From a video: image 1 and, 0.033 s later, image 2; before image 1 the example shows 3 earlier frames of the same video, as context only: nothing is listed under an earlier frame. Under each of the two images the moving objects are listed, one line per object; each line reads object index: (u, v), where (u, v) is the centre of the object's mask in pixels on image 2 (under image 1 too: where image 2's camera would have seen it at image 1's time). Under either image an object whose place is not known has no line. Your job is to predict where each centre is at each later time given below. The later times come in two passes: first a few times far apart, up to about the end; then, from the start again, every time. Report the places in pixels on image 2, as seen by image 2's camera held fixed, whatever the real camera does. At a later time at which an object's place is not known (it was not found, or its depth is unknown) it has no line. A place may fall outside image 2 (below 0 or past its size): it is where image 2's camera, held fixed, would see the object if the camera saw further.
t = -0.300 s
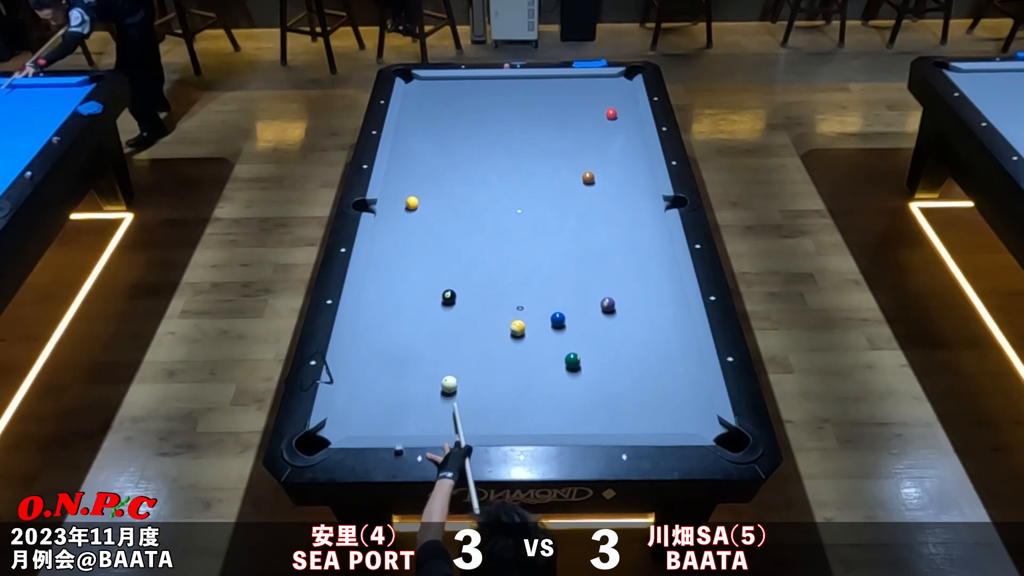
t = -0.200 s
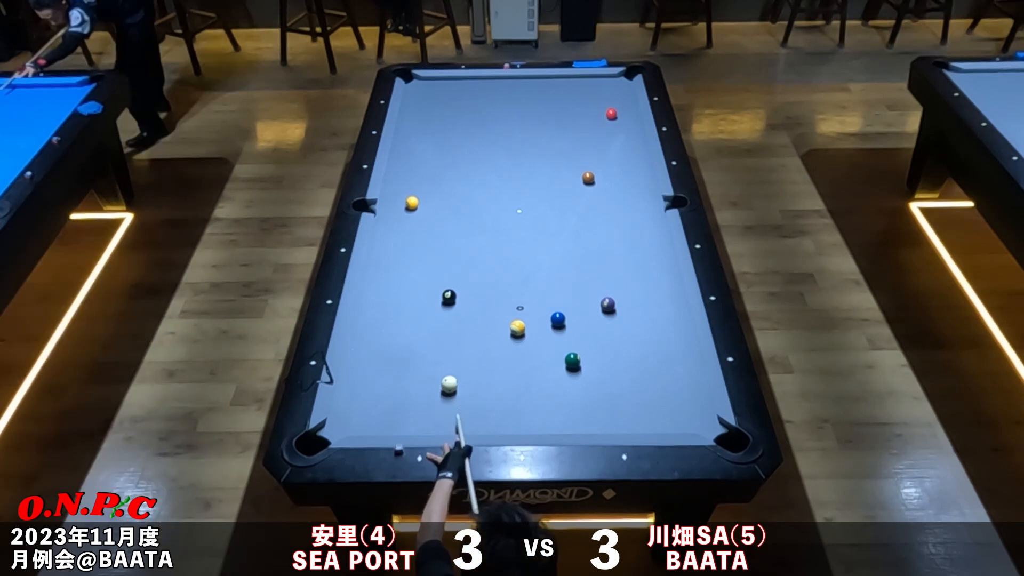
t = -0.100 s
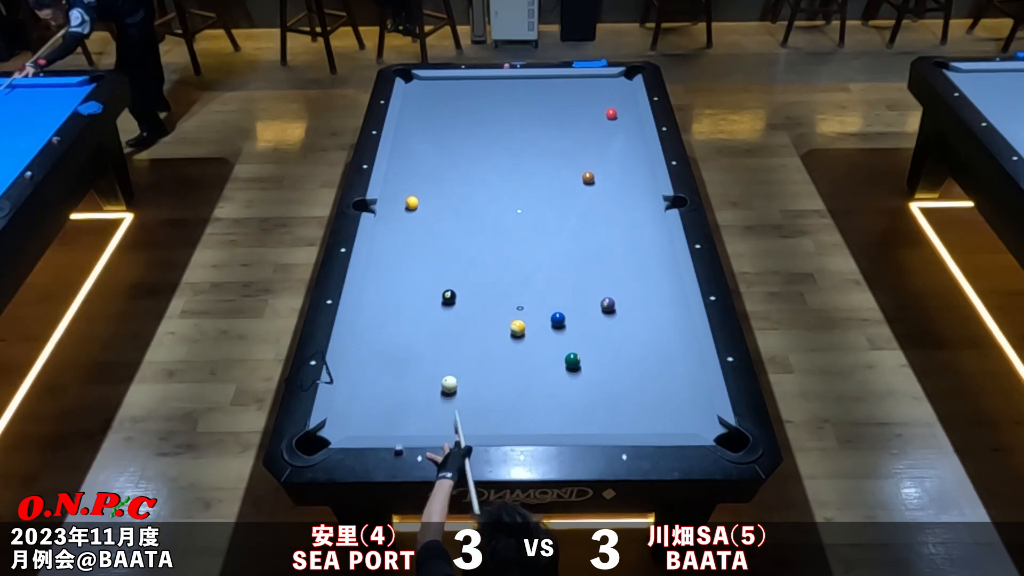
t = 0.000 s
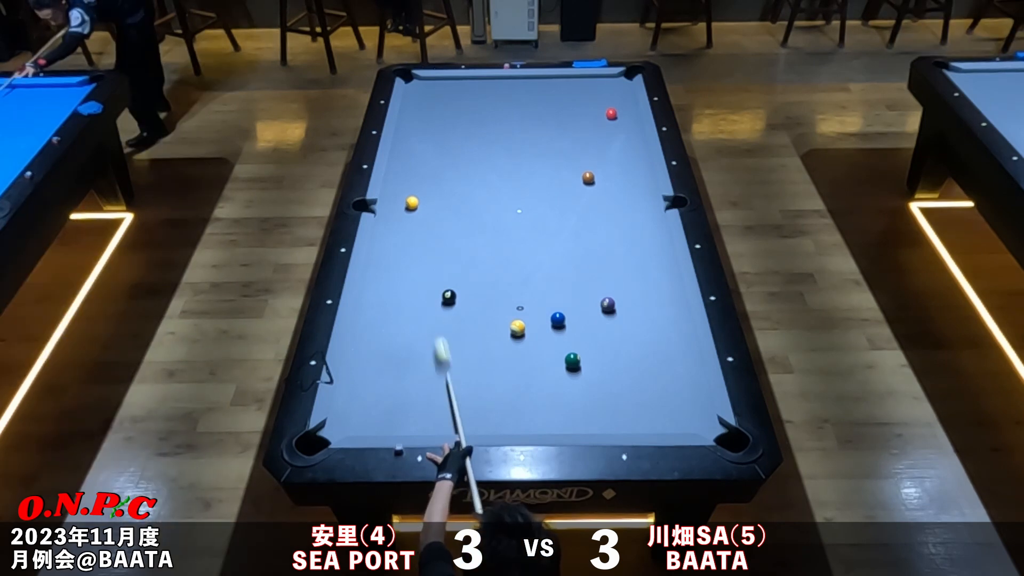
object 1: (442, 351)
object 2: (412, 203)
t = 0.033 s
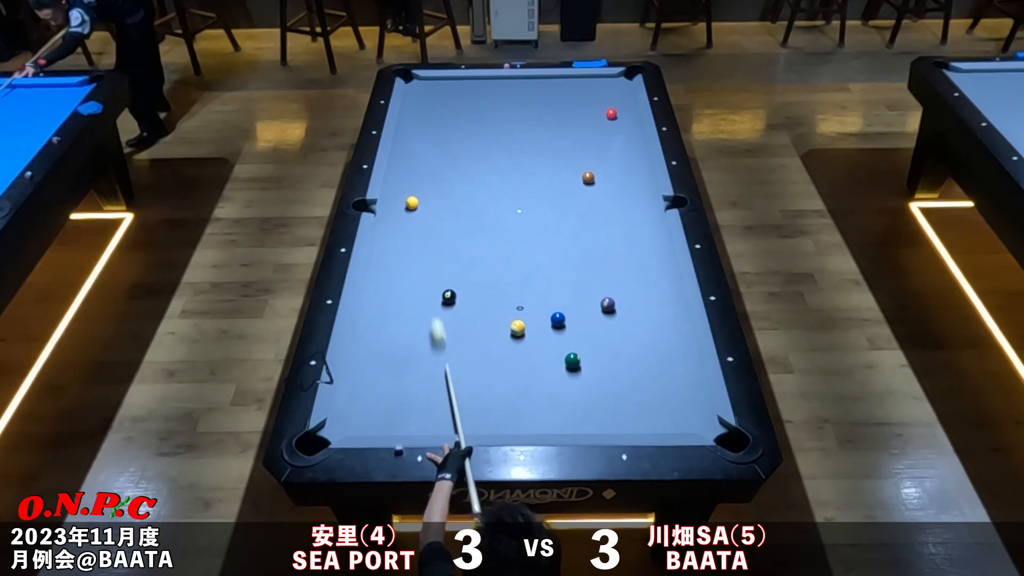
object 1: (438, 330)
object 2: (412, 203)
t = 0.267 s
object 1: (414, 227)
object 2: (411, 203)
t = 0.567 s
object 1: (387, 204)
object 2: (420, 150)
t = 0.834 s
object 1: (384, 209)
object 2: (426, 112)
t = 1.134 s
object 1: (389, 219)
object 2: (431, 81)
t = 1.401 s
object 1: (392, 227)
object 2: (426, 100)
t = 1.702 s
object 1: (396, 235)
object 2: (420, 122)
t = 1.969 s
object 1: (399, 242)
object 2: (416, 142)
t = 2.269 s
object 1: (402, 248)
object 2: (410, 165)
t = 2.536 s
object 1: (404, 253)
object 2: (406, 187)
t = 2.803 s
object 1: (406, 256)
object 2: (401, 209)
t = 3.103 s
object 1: (409, 259)
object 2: (395, 235)
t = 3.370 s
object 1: (410, 261)
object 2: (390, 259)
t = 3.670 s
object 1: (411, 262)
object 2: (384, 287)
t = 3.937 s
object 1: (411, 262)
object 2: (378, 312)
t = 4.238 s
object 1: (411, 262)
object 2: (372, 342)
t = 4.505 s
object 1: (411, 262)
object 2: (367, 369)
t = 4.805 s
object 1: (411, 262)
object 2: (361, 399)
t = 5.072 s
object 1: (411, 262)
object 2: (355, 426)
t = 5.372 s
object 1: (411, 262)
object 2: (356, 418)
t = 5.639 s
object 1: (411, 262)
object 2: (358, 405)
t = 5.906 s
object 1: (411, 262)
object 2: (360, 394)
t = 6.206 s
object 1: (411, 262)
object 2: (362, 383)
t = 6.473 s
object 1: (411, 262)
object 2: (364, 376)
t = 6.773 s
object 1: (411, 262)
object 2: (365, 369)
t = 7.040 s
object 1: (411, 262)
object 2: (366, 365)
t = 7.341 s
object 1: (411, 262)
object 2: (367, 362)
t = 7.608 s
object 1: (411, 262)
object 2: (367, 361)
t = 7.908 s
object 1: (411, 262)
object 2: (368, 361)
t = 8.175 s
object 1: (411, 262)
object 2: (368, 361)
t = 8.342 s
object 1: (411, 262)
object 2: (368, 361)
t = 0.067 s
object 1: (433, 312)
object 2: (411, 203)
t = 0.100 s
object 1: (429, 294)
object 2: (412, 203)
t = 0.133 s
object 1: (426, 279)
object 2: (411, 203)
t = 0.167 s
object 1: (423, 264)
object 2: (412, 203)
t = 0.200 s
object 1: (420, 251)
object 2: (411, 203)
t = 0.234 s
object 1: (417, 239)
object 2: (412, 203)
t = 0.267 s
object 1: (414, 227)
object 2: (411, 203)
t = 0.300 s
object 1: (412, 216)
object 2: (412, 202)
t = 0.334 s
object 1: (409, 210)
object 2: (413, 198)
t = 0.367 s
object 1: (405, 210)
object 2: (414, 191)
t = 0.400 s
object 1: (402, 209)
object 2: (415, 183)
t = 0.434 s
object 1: (399, 208)
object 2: (416, 175)
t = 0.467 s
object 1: (396, 207)
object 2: (417, 168)
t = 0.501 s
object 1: (393, 206)
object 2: (418, 161)
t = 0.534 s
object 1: (390, 205)
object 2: (419, 156)
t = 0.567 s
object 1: (387, 204)
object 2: (420, 150)
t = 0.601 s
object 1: (384, 203)
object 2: (421, 145)
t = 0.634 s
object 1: (382, 202)
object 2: (421, 140)
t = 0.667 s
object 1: (382, 203)
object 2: (422, 135)
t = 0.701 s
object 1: (383, 204)
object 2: (423, 130)
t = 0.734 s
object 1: (383, 205)
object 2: (424, 125)
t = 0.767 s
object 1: (384, 207)
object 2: (424, 121)
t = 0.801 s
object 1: (384, 208)
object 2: (425, 117)
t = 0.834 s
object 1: (384, 209)
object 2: (426, 112)
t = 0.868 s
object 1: (385, 210)
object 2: (427, 108)
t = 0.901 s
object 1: (386, 211)
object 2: (427, 103)
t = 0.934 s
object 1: (386, 213)
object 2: (428, 99)
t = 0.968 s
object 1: (386, 214)
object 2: (429, 95)
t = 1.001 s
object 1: (387, 215)
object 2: (429, 91)
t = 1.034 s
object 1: (387, 216)
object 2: (430, 87)
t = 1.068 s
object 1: (388, 217)
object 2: (430, 83)
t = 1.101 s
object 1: (388, 218)
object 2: (431, 80)
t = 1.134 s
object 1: (389, 219)
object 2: (431, 81)
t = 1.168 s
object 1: (389, 220)
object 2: (430, 83)
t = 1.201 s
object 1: (389, 221)
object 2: (429, 86)
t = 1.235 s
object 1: (390, 222)
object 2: (429, 89)
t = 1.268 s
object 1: (391, 223)
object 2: (428, 91)
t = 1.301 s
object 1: (391, 224)
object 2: (427, 93)
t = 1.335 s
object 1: (391, 225)
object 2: (427, 96)
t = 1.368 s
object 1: (392, 226)
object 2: (426, 98)
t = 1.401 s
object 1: (392, 227)
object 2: (426, 100)
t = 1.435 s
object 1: (392, 228)
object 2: (425, 103)
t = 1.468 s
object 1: (393, 229)
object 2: (425, 105)
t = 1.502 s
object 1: (393, 230)
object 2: (424, 107)
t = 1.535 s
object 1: (394, 231)
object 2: (424, 110)
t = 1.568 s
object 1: (394, 232)
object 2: (423, 112)
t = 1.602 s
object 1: (394, 233)
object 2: (423, 114)
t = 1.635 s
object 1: (395, 234)
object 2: (422, 117)
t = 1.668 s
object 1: (395, 235)
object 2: (421, 119)
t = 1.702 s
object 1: (396, 235)
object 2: (420, 122)
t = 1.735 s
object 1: (396, 236)
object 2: (420, 124)
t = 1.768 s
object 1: (396, 237)
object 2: (420, 127)
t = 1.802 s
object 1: (397, 238)
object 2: (419, 129)
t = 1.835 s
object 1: (397, 239)
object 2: (419, 132)
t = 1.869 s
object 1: (398, 239)
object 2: (418, 134)
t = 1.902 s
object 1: (398, 240)
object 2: (417, 137)
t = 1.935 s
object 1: (398, 241)
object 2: (416, 139)
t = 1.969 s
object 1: (399, 242)
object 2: (416, 142)
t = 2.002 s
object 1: (399, 243)
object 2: (415, 144)
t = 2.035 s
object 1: (399, 243)
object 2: (415, 147)
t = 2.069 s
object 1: (400, 244)
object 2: (414, 149)
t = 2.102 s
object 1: (400, 245)
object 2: (414, 152)
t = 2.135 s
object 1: (400, 245)
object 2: (413, 155)
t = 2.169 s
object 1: (401, 246)
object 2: (412, 157)
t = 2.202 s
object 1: (401, 247)
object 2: (411, 160)
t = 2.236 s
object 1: (401, 247)
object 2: (411, 162)
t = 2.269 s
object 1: (402, 248)
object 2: (410, 165)
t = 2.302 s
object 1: (402, 249)
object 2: (410, 168)
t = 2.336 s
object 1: (402, 249)
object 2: (410, 170)
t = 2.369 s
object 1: (402, 250)
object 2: (409, 173)
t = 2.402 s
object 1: (403, 251)
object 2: (408, 176)
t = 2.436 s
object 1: (403, 251)
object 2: (407, 178)
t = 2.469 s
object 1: (403, 252)
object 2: (407, 181)
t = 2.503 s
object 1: (403, 252)
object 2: (406, 184)
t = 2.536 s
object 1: (404, 253)
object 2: (406, 187)
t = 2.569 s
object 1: (404, 253)
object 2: (405, 189)
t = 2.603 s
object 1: (404, 254)
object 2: (405, 192)
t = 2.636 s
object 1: (405, 254)
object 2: (404, 195)
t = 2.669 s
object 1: (405, 255)
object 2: (403, 197)
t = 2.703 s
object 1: (405, 255)
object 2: (403, 200)
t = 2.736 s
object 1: (406, 256)
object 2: (402, 203)
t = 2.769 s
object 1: (406, 256)
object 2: (401, 206)
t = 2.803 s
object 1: (406, 256)
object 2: (401, 209)
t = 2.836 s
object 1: (406, 257)
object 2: (400, 212)
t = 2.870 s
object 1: (407, 257)
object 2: (400, 215)
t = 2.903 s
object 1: (407, 257)
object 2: (399, 218)
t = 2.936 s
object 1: (407, 258)
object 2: (398, 220)
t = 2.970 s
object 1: (407, 258)
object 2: (398, 223)
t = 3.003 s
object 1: (408, 258)
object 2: (397, 226)
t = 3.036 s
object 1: (408, 259)
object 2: (396, 229)
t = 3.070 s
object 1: (408, 259)
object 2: (396, 232)
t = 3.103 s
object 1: (409, 259)
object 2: (395, 235)
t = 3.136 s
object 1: (409, 260)
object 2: (395, 238)
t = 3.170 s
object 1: (409, 260)
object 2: (394, 241)
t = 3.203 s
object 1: (409, 260)
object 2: (393, 244)
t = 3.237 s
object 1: (409, 260)
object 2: (392, 247)
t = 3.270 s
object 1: (410, 260)
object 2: (392, 250)
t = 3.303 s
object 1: (410, 260)
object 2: (391, 253)
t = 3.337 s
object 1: (410, 261)
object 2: (390, 256)
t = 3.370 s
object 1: (410, 261)
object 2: (390, 259)
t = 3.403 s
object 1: (410, 261)
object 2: (389, 262)
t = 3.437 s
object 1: (410, 261)
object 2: (389, 265)
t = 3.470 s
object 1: (410, 261)
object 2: (388, 268)
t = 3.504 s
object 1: (411, 261)
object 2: (387, 271)
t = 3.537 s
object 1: (411, 261)
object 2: (386, 274)
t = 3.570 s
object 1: (411, 262)
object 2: (386, 277)
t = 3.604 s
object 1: (411, 262)
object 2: (385, 280)
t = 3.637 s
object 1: (411, 262)
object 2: (384, 284)
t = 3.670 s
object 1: (411, 262)
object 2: (384, 287)
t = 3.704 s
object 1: (411, 262)
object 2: (383, 290)
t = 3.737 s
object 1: (411, 262)
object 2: (383, 293)
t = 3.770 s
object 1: (411, 262)
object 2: (382, 296)
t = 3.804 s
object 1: (411, 262)
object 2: (381, 299)
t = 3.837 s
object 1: (411, 262)
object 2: (381, 302)
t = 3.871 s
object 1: (411, 262)
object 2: (380, 306)
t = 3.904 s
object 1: (411, 262)
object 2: (379, 309)
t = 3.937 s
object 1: (411, 262)
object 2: (378, 312)
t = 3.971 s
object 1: (411, 262)
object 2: (378, 315)
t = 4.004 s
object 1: (411, 262)
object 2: (377, 319)
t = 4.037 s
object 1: (411, 262)
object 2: (376, 322)
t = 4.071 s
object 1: (411, 262)
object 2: (376, 325)
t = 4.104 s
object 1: (411, 262)
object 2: (375, 328)
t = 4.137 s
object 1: (411, 262)
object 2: (374, 332)
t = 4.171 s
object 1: (411, 262)
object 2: (374, 335)
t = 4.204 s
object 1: (411, 262)
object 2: (373, 338)
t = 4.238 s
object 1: (411, 262)
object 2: (372, 342)
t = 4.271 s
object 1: (411, 262)
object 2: (371, 345)
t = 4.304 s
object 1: (411, 262)
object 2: (371, 348)
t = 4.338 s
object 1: (411, 262)
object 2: (370, 352)
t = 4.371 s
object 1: (411, 262)
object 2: (369, 355)
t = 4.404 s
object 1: (411, 262)
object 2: (369, 358)
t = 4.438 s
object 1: (411, 262)
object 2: (368, 362)
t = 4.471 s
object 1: (411, 262)
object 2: (367, 365)
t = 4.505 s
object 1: (411, 262)
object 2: (367, 369)
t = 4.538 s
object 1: (411, 262)
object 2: (366, 372)
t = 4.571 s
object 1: (411, 262)
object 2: (365, 375)
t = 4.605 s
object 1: (411, 262)
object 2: (364, 379)
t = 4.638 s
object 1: (411, 262)
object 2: (364, 382)
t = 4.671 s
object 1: (411, 262)
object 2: (363, 386)
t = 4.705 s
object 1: (411, 262)
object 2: (362, 389)
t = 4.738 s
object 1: (411, 262)
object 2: (362, 393)
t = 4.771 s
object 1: (411, 262)
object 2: (361, 396)
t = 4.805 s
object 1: (411, 262)
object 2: (361, 399)
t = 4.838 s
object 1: (411, 262)
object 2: (360, 403)
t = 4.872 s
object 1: (411, 262)
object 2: (359, 406)
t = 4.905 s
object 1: (411, 262)
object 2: (358, 410)
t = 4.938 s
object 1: (411, 262)
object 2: (358, 413)
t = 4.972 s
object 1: (411, 262)
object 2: (357, 417)
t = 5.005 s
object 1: (411, 262)
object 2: (356, 421)
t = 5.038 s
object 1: (411, 262)
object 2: (355, 424)
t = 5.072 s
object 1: (411, 262)
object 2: (355, 426)
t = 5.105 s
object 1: (411, 262)
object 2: (354, 428)
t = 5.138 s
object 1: (411, 262)
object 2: (354, 428)
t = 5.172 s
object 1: (411, 262)
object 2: (354, 427)
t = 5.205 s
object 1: (411, 262)
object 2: (354, 426)
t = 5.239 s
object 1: (411, 262)
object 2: (355, 425)
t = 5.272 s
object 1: (411, 262)
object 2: (355, 423)
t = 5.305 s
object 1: (411, 262)
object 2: (355, 421)
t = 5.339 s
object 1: (411, 262)
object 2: (355, 420)
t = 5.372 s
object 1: (411, 262)
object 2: (356, 418)
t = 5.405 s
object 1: (411, 262)
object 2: (356, 416)
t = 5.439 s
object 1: (411, 262)
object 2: (356, 414)
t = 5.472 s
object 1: (411, 262)
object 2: (356, 413)
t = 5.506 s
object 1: (411, 262)
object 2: (357, 411)
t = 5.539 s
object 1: (411, 262)
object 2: (357, 410)
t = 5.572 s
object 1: (411, 262)
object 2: (357, 408)
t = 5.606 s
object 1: (411, 262)
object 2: (357, 406)
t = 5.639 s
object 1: (411, 262)
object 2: (358, 405)
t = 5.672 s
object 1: (411, 262)
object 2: (358, 403)
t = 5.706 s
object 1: (411, 262)
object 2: (358, 402)
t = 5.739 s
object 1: (411, 262)
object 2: (359, 401)
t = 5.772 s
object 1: (411, 262)
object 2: (359, 399)
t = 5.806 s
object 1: (411, 262)
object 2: (359, 398)
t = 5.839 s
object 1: (411, 262)
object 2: (359, 397)
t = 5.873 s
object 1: (411, 262)
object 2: (360, 395)
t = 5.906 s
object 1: (411, 262)
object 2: (360, 394)
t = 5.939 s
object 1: (411, 262)
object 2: (360, 393)
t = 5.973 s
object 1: (411, 262)
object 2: (360, 391)
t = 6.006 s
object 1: (411, 262)
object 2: (360, 390)
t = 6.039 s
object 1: (411, 262)
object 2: (361, 389)
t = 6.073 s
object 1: (411, 262)
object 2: (361, 388)
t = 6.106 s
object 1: (411, 262)
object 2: (361, 387)
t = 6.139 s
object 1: (411, 262)
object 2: (362, 386)
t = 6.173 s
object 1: (411, 262)
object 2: (362, 385)
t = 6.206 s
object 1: (411, 262)
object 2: (362, 383)
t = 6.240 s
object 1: (411, 262)
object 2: (362, 382)
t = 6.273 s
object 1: (411, 262)
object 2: (362, 382)
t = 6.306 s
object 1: (411, 262)
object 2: (363, 381)
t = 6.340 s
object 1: (411, 262)
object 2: (363, 380)
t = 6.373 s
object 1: (411, 262)
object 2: (363, 379)
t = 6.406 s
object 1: (411, 262)
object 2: (363, 378)
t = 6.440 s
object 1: (411, 262)
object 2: (364, 377)
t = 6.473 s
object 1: (411, 262)
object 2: (364, 376)
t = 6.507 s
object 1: (411, 262)
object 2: (364, 375)
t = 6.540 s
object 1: (411, 262)
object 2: (364, 374)
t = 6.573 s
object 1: (411, 262)
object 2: (364, 374)
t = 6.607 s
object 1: (411, 262)
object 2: (365, 373)
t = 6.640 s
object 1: (411, 262)
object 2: (365, 372)
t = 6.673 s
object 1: (411, 262)
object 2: (365, 371)
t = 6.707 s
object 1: (411, 262)
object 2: (365, 371)
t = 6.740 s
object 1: (411, 262)
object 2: (365, 370)
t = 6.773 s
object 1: (411, 262)
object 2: (365, 369)
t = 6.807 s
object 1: (411, 262)
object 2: (365, 369)
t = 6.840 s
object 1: (411, 262)
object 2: (366, 368)
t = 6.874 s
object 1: (411, 262)
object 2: (366, 368)
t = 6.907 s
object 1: (411, 262)
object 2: (366, 367)
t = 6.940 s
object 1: (411, 262)
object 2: (366, 366)
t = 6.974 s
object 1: (411, 262)
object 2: (366, 366)
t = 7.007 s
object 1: (411, 262)
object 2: (366, 365)
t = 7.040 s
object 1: (411, 262)
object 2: (366, 365)
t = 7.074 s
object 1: (411, 262)
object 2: (366, 365)
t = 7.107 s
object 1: (411, 262)
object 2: (366, 364)
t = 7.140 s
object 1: (411, 262)
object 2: (367, 364)
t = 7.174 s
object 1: (411, 262)
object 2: (367, 364)
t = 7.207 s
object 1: (411, 262)
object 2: (367, 363)
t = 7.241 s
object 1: (411, 262)
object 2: (367, 363)
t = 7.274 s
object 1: (411, 262)
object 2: (367, 363)
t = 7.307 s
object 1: (411, 262)
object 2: (367, 362)
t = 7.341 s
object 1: (411, 262)
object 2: (367, 362)
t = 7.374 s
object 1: (411, 262)
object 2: (367, 362)
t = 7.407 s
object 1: (411, 262)
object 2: (367, 362)
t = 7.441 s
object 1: (411, 262)
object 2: (367, 362)
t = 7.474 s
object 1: (411, 262)
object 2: (367, 361)
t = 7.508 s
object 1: (411, 262)
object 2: (367, 361)
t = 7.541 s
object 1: (411, 262)
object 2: (367, 361)
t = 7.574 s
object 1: (411, 262)
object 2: (367, 361)
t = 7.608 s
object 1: (411, 262)
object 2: (367, 361)
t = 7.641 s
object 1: (411, 262)
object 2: (367, 361)
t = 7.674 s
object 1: (411, 262)
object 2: (367, 361)
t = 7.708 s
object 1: (411, 262)
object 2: (367, 361)
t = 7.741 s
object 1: (411, 262)
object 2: (368, 361)
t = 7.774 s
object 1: (411, 262)
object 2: (368, 361)
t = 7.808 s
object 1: (411, 262)
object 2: (368, 361)
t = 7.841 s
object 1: (411, 262)
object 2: (368, 361)
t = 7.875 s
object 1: (411, 262)
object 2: (368, 361)
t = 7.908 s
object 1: (411, 262)
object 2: (368, 361)
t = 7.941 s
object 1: (411, 262)
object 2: (368, 361)
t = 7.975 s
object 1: (411, 262)
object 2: (368, 361)
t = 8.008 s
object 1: (411, 262)
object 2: (368, 361)
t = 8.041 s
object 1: (411, 262)
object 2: (368, 361)
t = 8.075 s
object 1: (411, 262)
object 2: (368, 361)
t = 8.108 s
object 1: (411, 262)
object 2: (368, 361)
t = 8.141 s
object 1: (411, 262)
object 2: (368, 361)
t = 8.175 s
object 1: (411, 262)
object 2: (368, 361)
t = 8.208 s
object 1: (411, 262)
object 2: (368, 361)
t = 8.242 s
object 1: (411, 262)
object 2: (368, 361)
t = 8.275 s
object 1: (411, 262)
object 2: (368, 361)
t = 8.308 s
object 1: (411, 262)
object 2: (368, 361)
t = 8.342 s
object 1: (411, 262)
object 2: (368, 361)
